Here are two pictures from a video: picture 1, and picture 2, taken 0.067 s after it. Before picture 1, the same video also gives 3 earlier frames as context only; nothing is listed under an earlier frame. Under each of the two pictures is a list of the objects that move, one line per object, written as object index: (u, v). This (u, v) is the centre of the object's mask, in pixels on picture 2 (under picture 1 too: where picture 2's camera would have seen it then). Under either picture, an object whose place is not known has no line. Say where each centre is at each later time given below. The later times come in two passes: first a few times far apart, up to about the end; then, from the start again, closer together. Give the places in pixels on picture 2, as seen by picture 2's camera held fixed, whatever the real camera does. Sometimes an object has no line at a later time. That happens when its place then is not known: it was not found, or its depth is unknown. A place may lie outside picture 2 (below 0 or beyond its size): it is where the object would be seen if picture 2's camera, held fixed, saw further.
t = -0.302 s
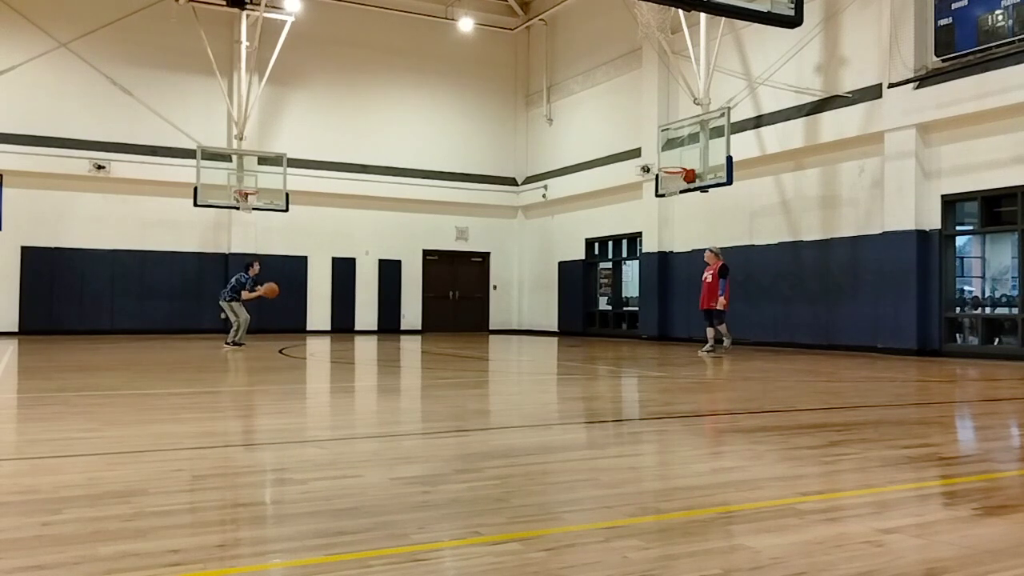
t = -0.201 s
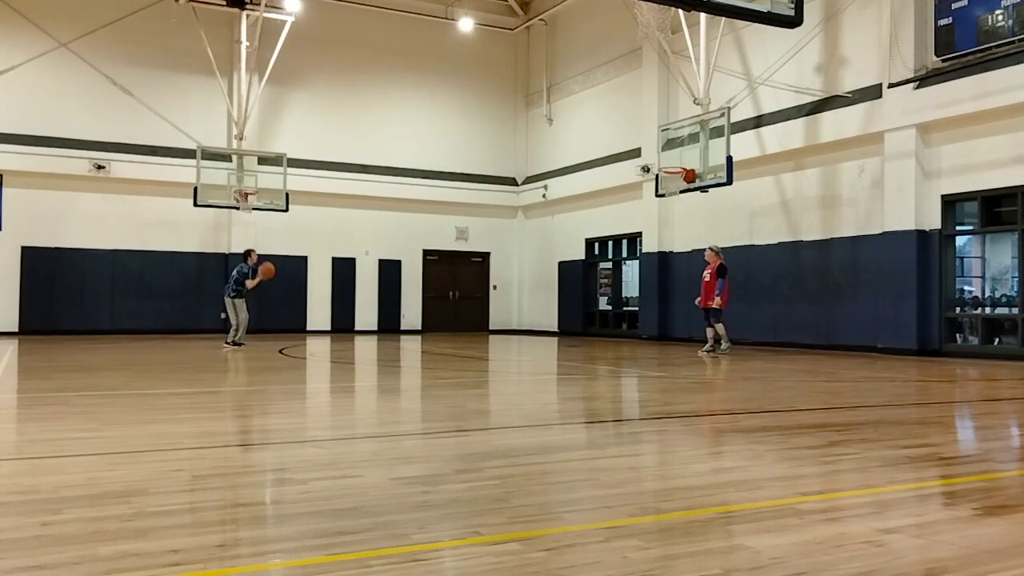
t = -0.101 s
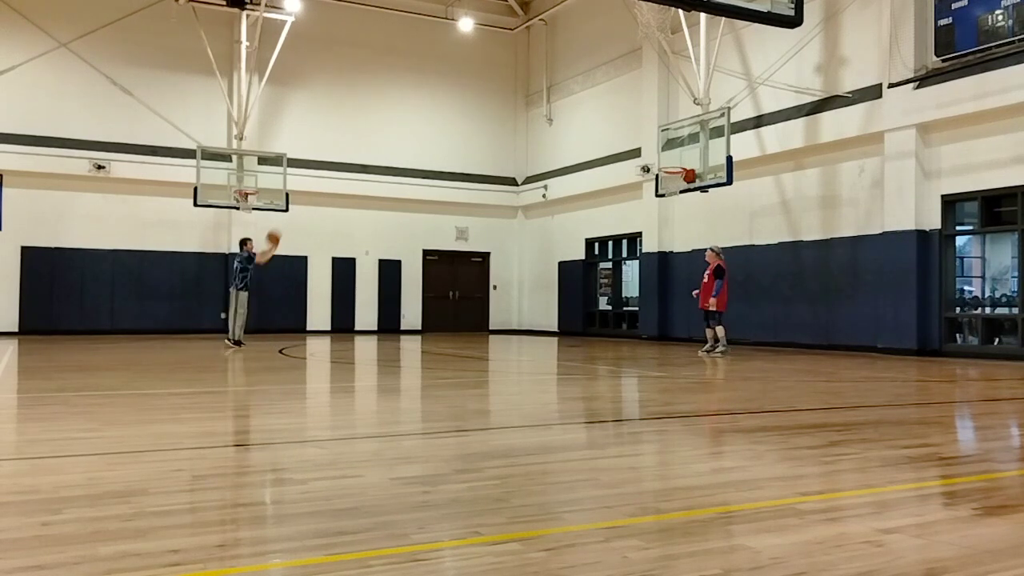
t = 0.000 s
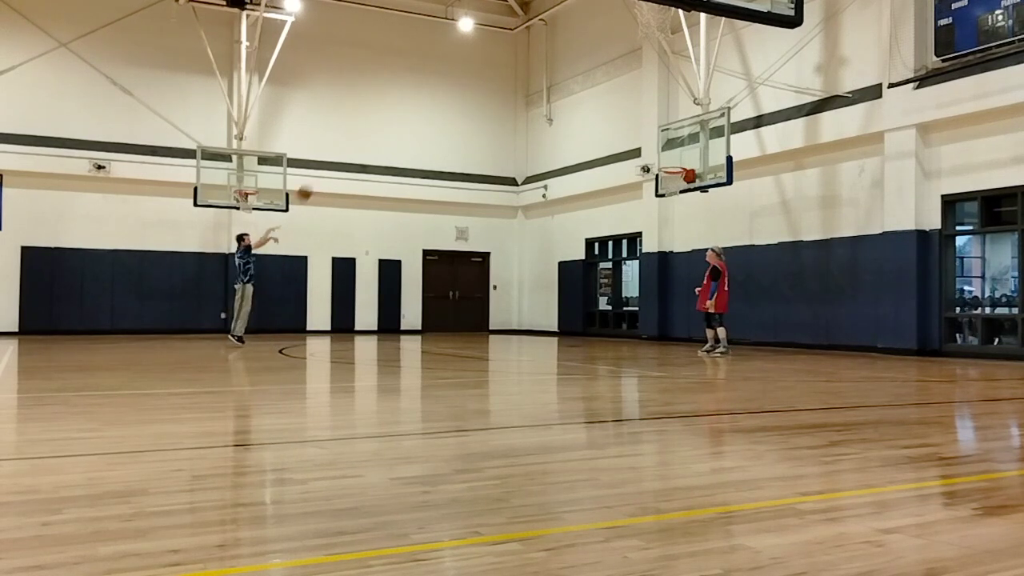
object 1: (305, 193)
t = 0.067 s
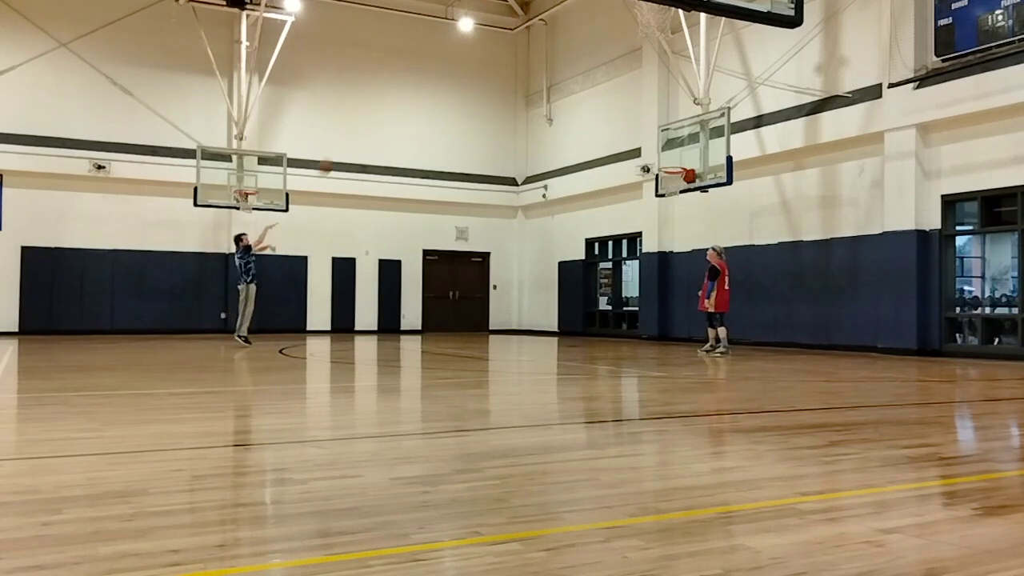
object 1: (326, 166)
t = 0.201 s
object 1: (367, 121)
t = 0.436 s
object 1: (437, 67)
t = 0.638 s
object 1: (495, 46)
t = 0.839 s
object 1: (553, 48)
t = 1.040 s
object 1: (608, 74)
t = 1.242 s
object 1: (663, 122)
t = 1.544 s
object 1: (655, 133)
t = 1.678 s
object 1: (628, 120)
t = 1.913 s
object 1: (580, 123)
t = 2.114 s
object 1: (537, 154)
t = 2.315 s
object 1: (494, 212)
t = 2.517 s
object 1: (449, 301)
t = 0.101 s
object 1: (336, 153)
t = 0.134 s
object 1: (346, 142)
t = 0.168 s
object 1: (357, 131)
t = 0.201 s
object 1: (367, 121)
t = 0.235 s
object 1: (377, 111)
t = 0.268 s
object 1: (387, 102)
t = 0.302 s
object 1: (397, 94)
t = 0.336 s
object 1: (407, 87)
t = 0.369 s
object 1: (417, 80)
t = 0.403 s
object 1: (427, 74)
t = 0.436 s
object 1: (437, 67)
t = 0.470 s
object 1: (447, 62)
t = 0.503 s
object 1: (456, 58)
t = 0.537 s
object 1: (466, 54)
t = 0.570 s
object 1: (476, 50)
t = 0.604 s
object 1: (486, 48)
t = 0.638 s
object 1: (495, 46)
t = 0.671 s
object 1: (505, 45)
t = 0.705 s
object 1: (515, 44)
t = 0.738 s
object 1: (524, 44)
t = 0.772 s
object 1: (534, 45)
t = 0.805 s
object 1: (544, 46)
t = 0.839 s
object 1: (553, 48)
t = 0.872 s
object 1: (562, 50)
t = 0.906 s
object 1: (572, 54)
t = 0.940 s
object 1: (581, 58)
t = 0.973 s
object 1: (590, 62)
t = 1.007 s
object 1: (599, 68)
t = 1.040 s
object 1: (608, 74)
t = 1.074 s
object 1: (618, 81)
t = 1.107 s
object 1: (627, 88)
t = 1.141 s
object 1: (636, 96)
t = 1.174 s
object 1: (645, 104)
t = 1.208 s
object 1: (655, 113)
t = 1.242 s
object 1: (663, 122)
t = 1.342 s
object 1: (690, 155)
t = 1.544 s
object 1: (655, 133)
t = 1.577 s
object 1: (648, 128)
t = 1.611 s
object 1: (641, 125)
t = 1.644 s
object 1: (635, 122)
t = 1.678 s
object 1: (628, 120)
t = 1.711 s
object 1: (621, 118)
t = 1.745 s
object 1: (615, 117)
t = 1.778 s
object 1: (608, 117)
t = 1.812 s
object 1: (601, 117)
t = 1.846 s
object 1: (594, 118)
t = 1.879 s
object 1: (587, 120)
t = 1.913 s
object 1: (580, 123)
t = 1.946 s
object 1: (573, 126)
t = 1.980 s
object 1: (566, 130)
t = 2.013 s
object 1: (559, 135)
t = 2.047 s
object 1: (552, 141)
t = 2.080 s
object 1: (544, 147)
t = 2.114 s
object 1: (537, 154)
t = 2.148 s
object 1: (530, 161)
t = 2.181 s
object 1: (523, 170)
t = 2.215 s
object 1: (516, 179)
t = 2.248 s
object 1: (509, 188)
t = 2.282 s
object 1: (501, 201)
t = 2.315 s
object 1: (494, 212)
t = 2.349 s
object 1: (486, 225)
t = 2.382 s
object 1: (479, 237)
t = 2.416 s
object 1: (471, 254)
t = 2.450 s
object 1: (464, 268)
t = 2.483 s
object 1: (457, 284)
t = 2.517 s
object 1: (449, 301)
